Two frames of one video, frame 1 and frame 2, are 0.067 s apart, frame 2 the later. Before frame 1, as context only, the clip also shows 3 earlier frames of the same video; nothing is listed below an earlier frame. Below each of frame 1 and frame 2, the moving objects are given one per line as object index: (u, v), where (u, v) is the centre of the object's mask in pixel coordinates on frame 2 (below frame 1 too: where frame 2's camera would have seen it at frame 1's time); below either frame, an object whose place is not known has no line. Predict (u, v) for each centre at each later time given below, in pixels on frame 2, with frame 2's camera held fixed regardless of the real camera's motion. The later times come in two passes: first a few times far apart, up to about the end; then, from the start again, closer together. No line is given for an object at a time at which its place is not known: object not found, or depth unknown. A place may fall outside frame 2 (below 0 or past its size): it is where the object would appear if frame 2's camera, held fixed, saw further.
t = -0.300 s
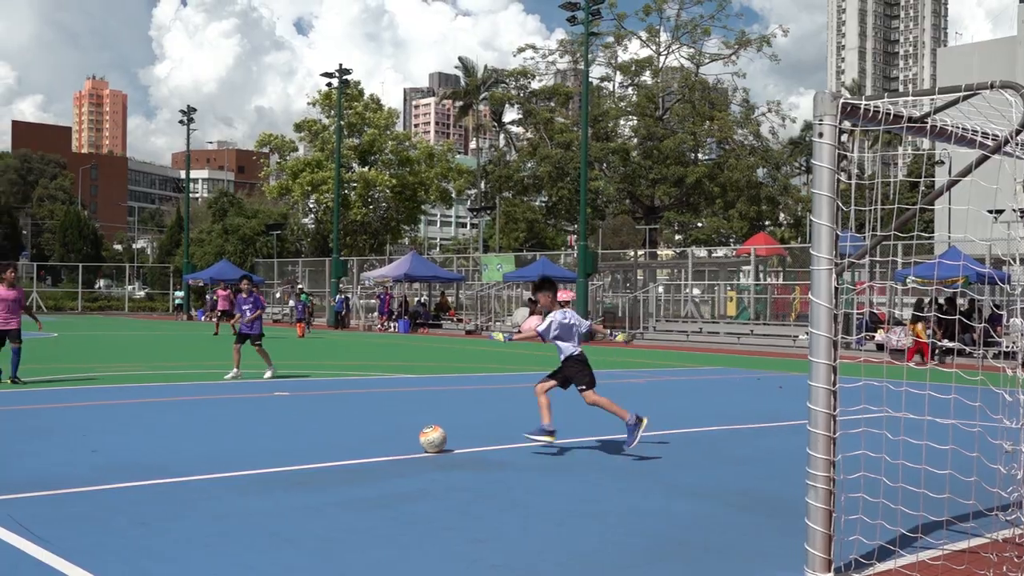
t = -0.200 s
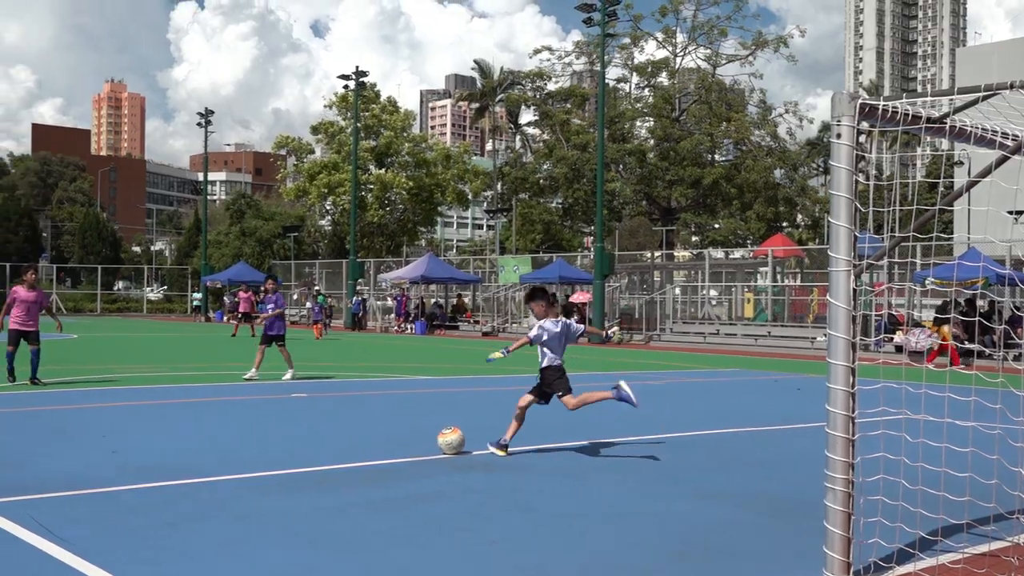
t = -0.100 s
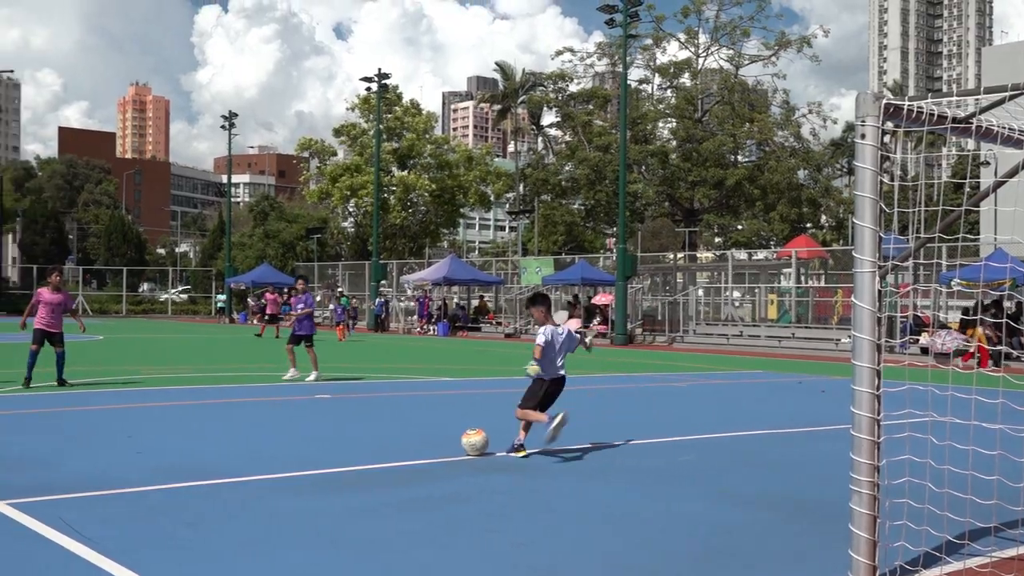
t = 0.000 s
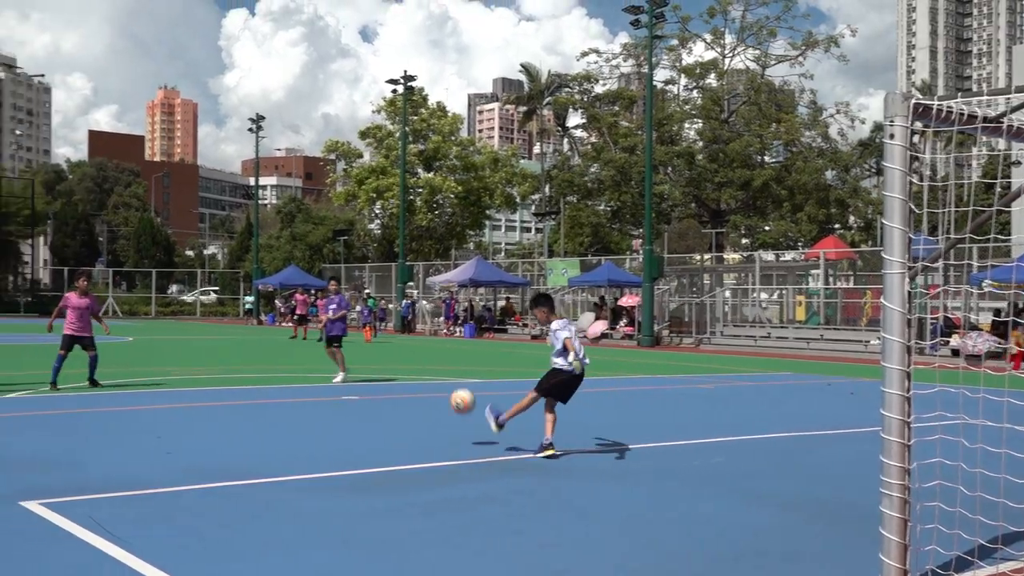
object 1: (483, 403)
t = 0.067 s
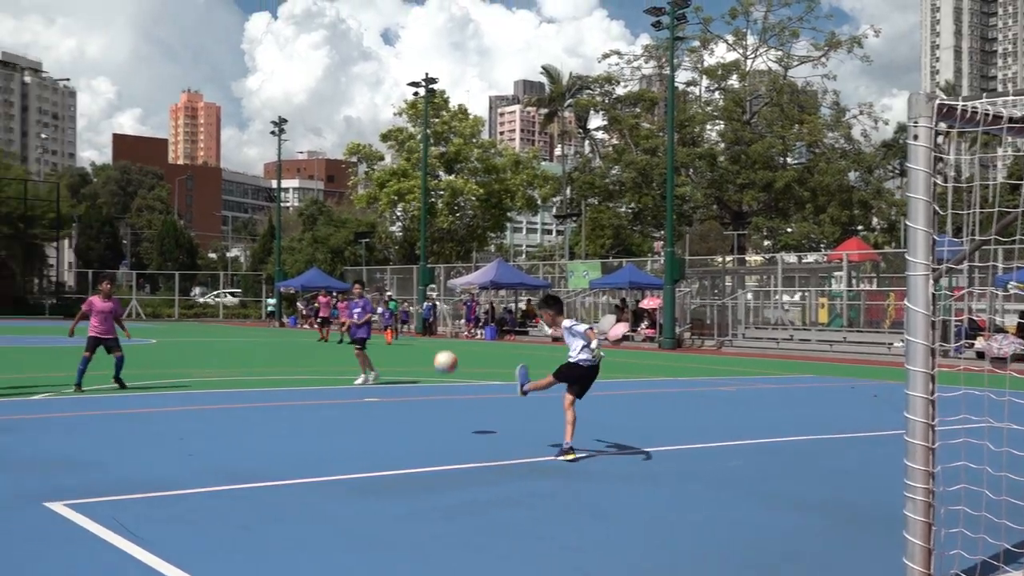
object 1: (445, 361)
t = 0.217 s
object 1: (381, 301)
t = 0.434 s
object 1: (321, 263)
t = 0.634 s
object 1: (284, 262)
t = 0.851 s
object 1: (259, 285)
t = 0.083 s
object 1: (437, 353)
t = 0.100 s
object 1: (429, 344)
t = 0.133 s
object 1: (414, 329)
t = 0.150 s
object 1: (406, 322)
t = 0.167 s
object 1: (400, 316)
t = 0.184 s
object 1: (394, 311)
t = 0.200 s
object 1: (387, 306)
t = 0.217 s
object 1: (381, 301)
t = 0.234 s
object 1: (375, 295)
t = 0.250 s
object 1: (369, 291)
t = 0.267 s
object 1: (364, 287)
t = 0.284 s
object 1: (359, 283)
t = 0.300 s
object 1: (355, 279)
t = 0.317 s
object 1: (350, 276)
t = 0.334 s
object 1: (345, 274)
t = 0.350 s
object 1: (341, 272)
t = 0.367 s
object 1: (337, 270)
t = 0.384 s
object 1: (333, 268)
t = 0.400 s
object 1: (328, 266)
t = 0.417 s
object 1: (325, 264)
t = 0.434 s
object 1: (321, 263)
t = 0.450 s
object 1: (317, 261)
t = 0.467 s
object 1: (314, 261)
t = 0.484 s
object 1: (310, 260)
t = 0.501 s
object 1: (307, 260)
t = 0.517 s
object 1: (303, 260)
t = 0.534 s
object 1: (301, 260)
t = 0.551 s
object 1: (297, 260)
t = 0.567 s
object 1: (294, 260)
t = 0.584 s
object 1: (292, 260)
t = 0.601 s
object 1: (289, 260)
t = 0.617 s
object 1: (287, 261)
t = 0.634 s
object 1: (284, 262)
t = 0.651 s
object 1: (282, 263)
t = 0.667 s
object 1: (280, 264)
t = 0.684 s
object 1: (277, 266)
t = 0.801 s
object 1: (264, 278)
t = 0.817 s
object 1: (262, 281)
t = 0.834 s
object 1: (261, 283)
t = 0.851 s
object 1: (259, 285)
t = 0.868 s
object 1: (257, 288)
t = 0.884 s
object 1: (256, 290)
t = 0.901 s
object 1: (254, 293)
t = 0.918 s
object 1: (253, 296)
